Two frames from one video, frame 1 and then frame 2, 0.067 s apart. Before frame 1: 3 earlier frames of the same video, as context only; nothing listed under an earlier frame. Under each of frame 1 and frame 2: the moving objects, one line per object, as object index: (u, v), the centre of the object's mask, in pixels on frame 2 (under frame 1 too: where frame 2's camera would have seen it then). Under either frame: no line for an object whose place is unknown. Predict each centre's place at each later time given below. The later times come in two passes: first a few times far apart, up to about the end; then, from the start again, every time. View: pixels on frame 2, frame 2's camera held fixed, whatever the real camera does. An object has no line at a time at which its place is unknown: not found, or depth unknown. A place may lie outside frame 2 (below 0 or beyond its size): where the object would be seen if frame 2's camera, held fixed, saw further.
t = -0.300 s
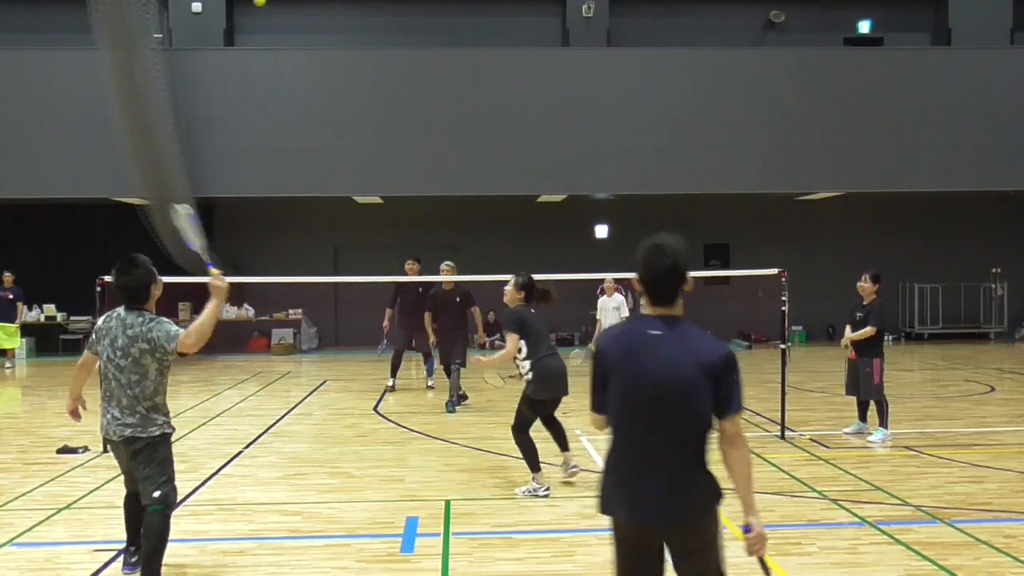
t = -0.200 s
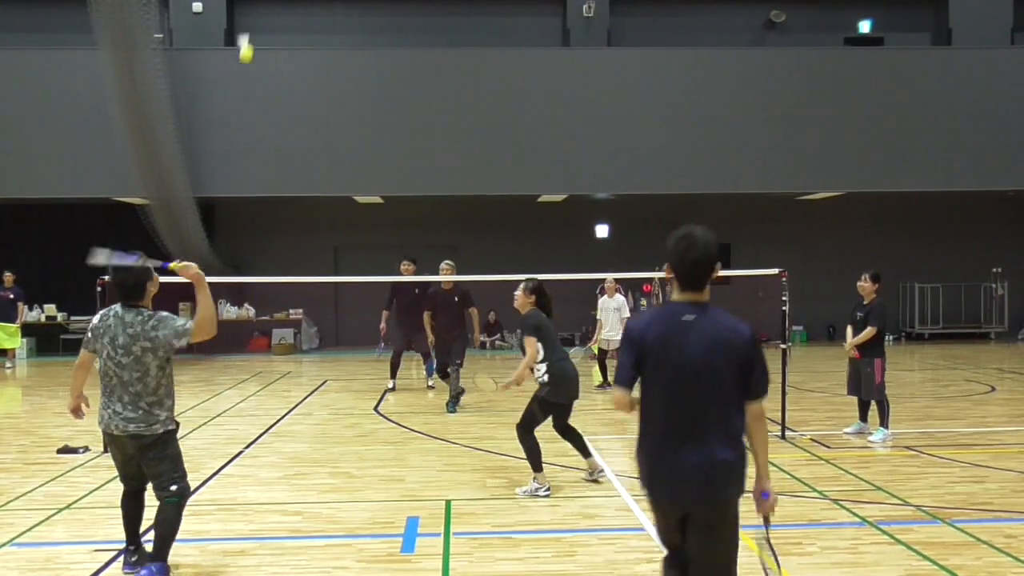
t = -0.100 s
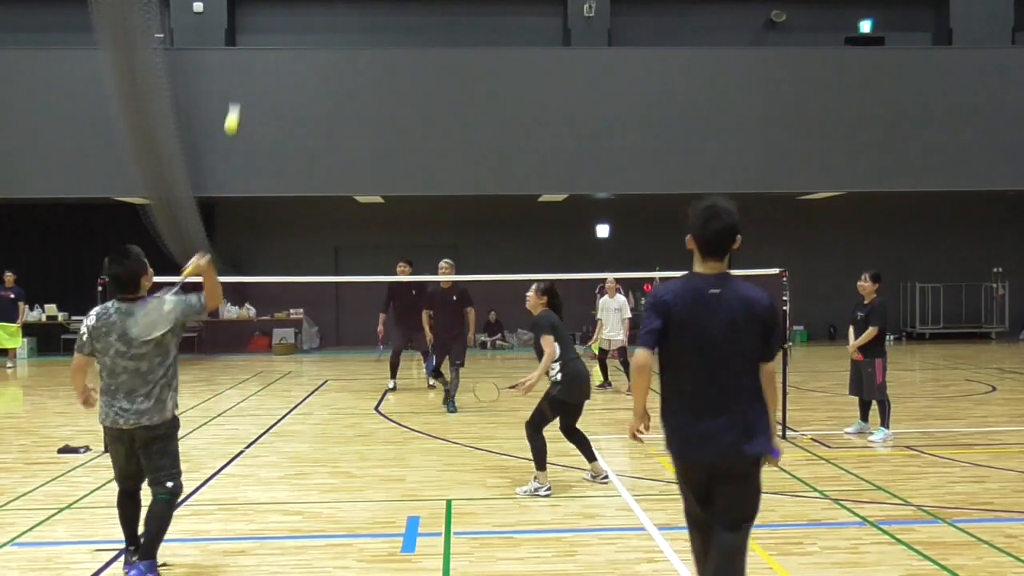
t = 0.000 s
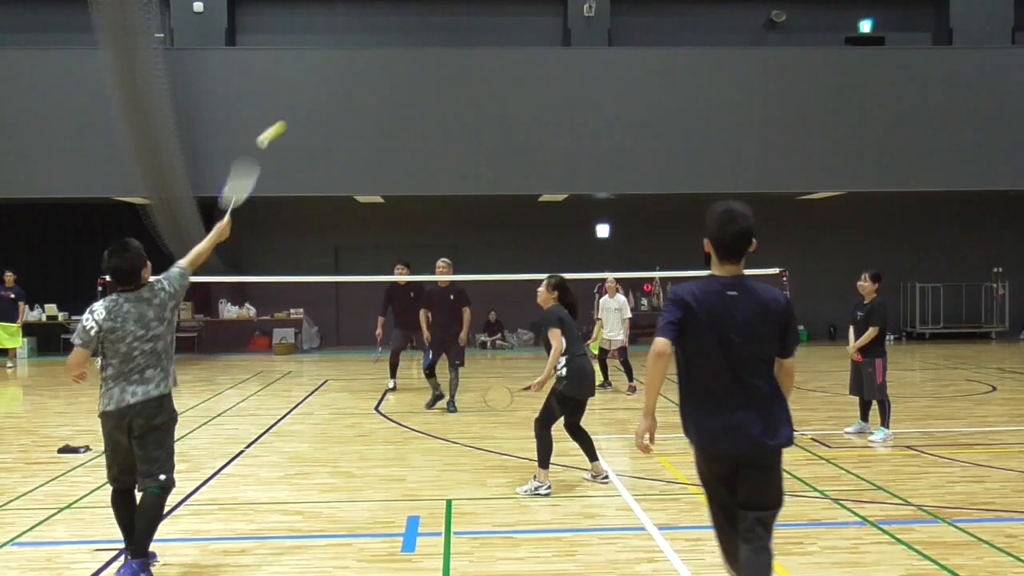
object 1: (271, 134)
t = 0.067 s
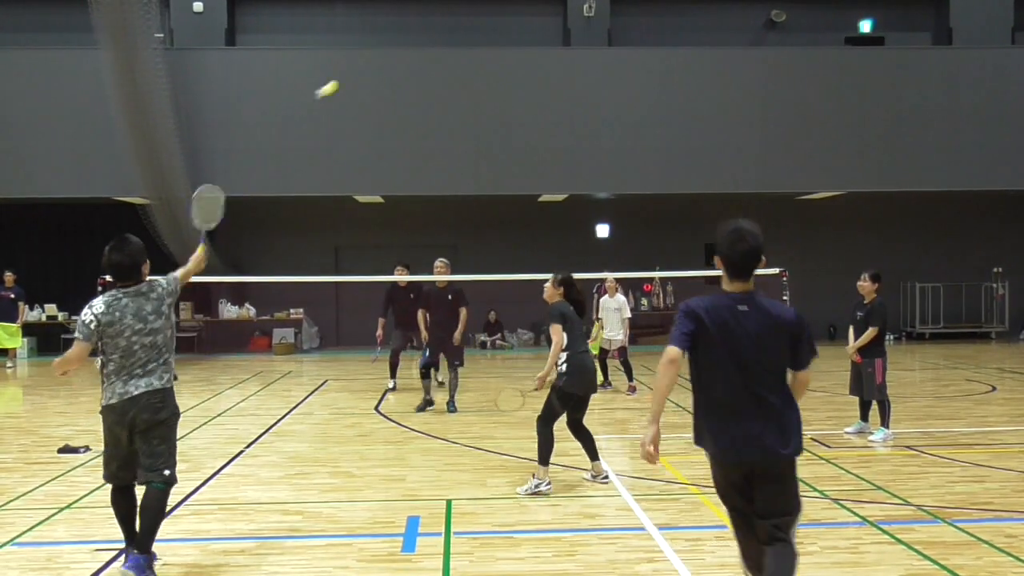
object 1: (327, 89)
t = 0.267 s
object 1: (393, 59)
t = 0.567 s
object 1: (434, 93)
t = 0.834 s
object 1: (452, 161)
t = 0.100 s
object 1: (347, 76)
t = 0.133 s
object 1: (359, 69)
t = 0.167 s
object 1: (369, 63)
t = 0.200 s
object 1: (378, 60)
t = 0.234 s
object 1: (385, 59)
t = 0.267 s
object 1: (393, 59)
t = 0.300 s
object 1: (402, 57)
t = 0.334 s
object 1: (408, 59)
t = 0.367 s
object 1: (413, 61)
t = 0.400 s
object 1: (418, 65)
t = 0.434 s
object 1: (420, 69)
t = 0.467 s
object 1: (425, 74)
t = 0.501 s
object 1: (429, 79)
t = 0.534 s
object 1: (431, 87)
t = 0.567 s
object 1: (434, 93)
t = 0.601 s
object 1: (437, 100)
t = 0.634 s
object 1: (439, 108)
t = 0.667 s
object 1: (442, 115)
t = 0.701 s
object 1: (444, 123)
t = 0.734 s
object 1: (446, 132)
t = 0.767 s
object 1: (448, 142)
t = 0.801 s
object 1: (450, 151)
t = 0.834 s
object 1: (452, 161)
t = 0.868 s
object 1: (454, 171)
